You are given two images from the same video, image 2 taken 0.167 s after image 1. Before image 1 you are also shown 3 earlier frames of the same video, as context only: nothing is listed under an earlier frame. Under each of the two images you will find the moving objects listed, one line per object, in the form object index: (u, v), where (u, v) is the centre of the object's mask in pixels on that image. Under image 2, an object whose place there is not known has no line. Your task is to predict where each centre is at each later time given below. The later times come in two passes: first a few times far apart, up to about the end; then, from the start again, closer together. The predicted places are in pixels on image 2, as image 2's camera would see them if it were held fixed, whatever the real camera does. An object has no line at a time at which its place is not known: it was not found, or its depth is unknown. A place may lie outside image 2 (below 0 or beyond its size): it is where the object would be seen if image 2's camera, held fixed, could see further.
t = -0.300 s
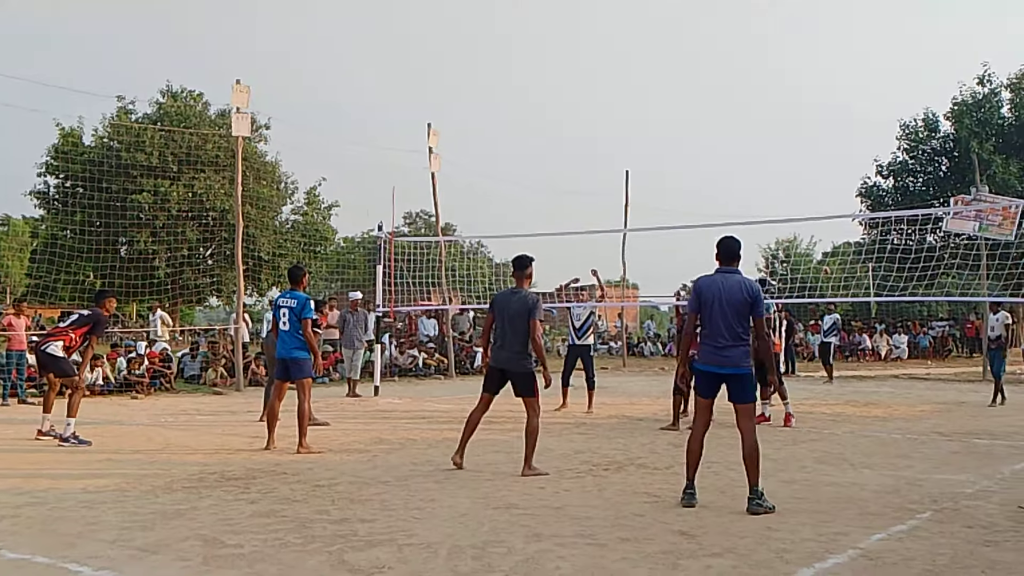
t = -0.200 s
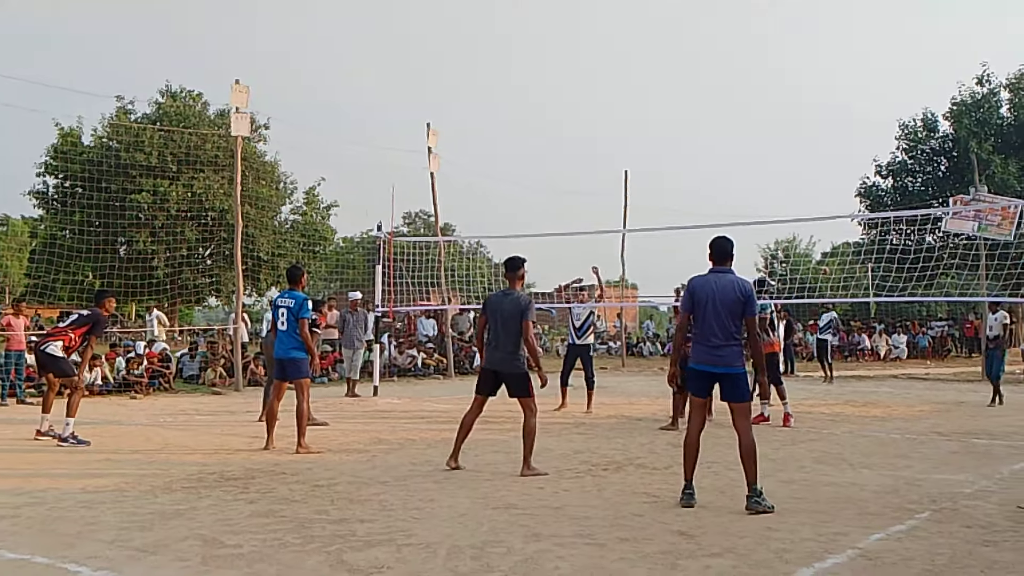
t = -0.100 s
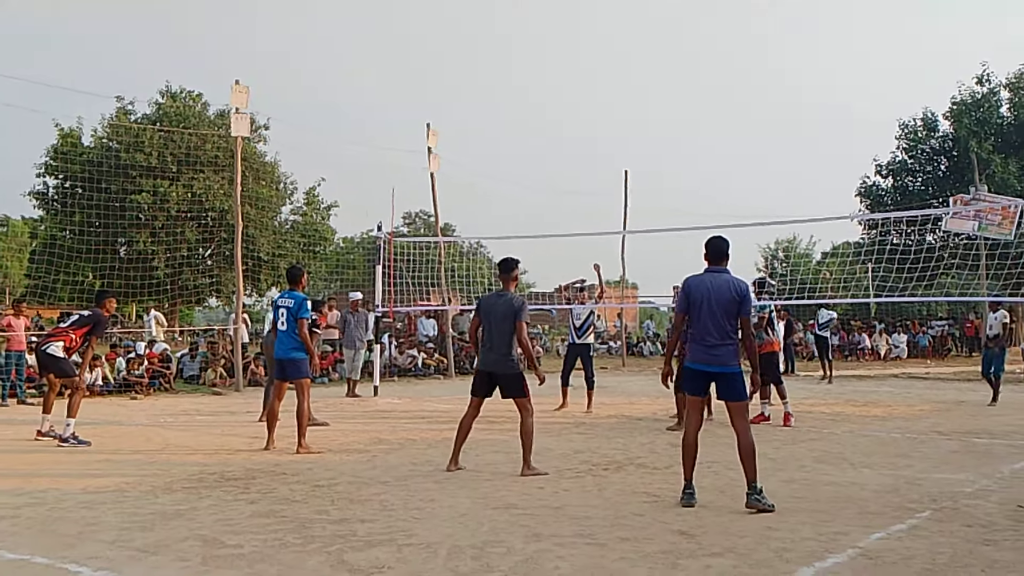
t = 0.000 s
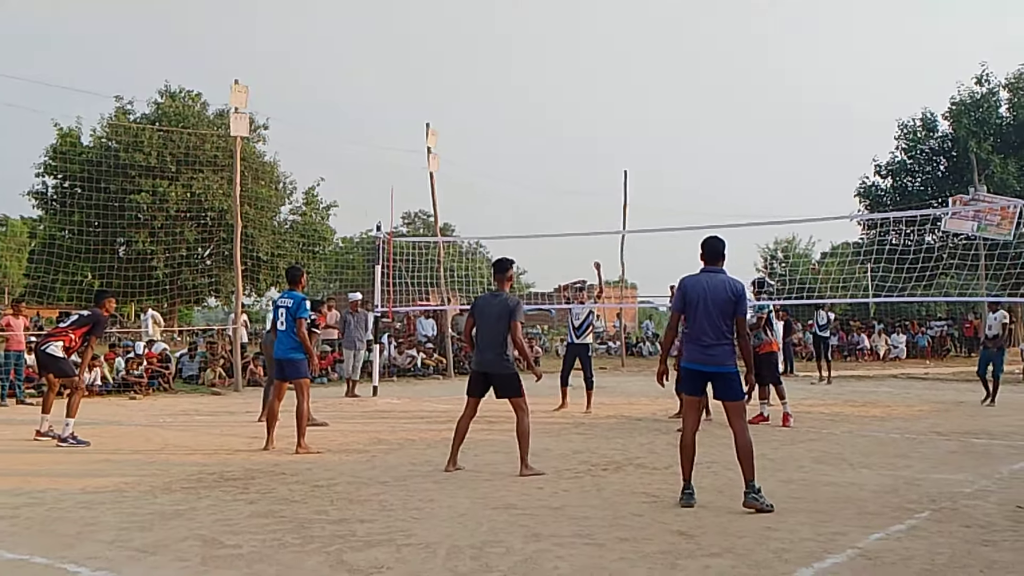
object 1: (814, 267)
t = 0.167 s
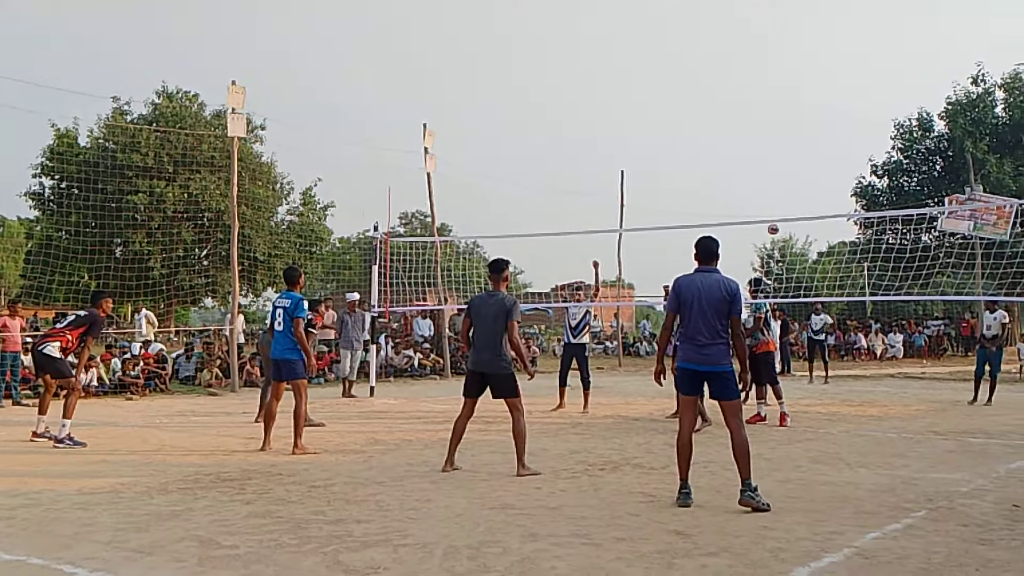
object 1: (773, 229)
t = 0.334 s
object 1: (730, 197)
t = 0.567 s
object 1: (653, 175)
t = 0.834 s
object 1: (519, 199)
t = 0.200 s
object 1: (765, 222)
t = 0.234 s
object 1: (757, 215)
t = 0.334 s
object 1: (730, 197)
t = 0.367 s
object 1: (720, 191)
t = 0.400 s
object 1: (710, 186)
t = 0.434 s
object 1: (700, 182)
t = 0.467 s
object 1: (689, 180)
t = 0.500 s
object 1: (678, 177)
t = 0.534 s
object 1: (666, 176)
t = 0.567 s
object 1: (653, 175)
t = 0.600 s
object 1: (639, 174)
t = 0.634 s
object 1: (625, 175)
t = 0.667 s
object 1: (610, 177)
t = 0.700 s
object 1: (594, 180)
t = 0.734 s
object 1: (577, 183)
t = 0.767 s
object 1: (559, 187)
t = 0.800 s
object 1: (540, 193)
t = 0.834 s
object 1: (519, 199)
